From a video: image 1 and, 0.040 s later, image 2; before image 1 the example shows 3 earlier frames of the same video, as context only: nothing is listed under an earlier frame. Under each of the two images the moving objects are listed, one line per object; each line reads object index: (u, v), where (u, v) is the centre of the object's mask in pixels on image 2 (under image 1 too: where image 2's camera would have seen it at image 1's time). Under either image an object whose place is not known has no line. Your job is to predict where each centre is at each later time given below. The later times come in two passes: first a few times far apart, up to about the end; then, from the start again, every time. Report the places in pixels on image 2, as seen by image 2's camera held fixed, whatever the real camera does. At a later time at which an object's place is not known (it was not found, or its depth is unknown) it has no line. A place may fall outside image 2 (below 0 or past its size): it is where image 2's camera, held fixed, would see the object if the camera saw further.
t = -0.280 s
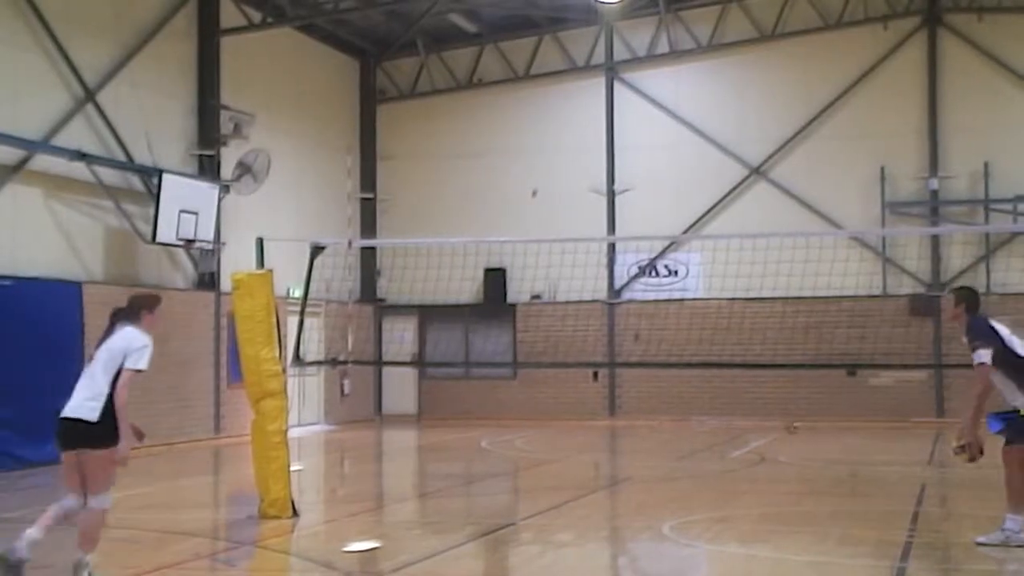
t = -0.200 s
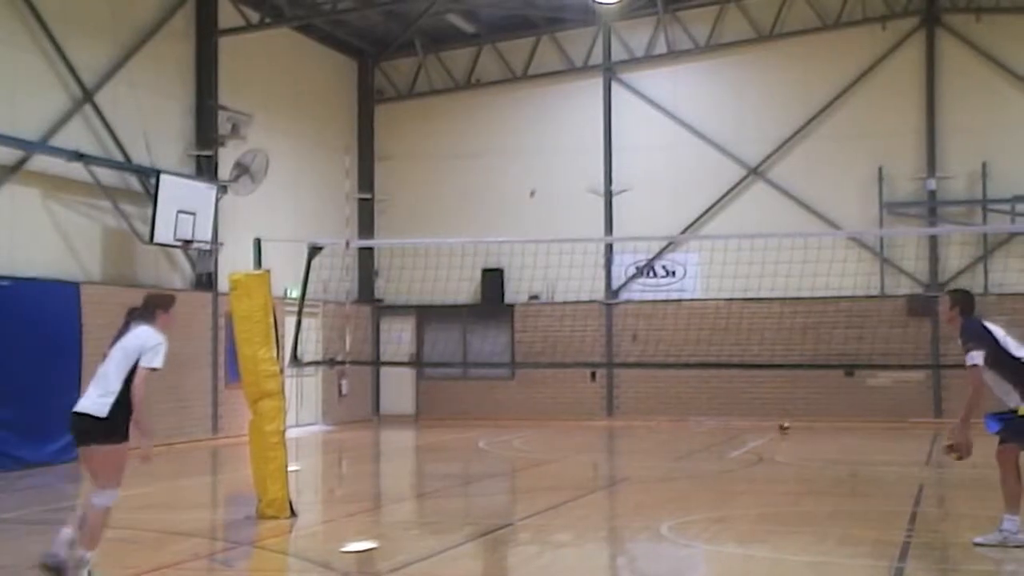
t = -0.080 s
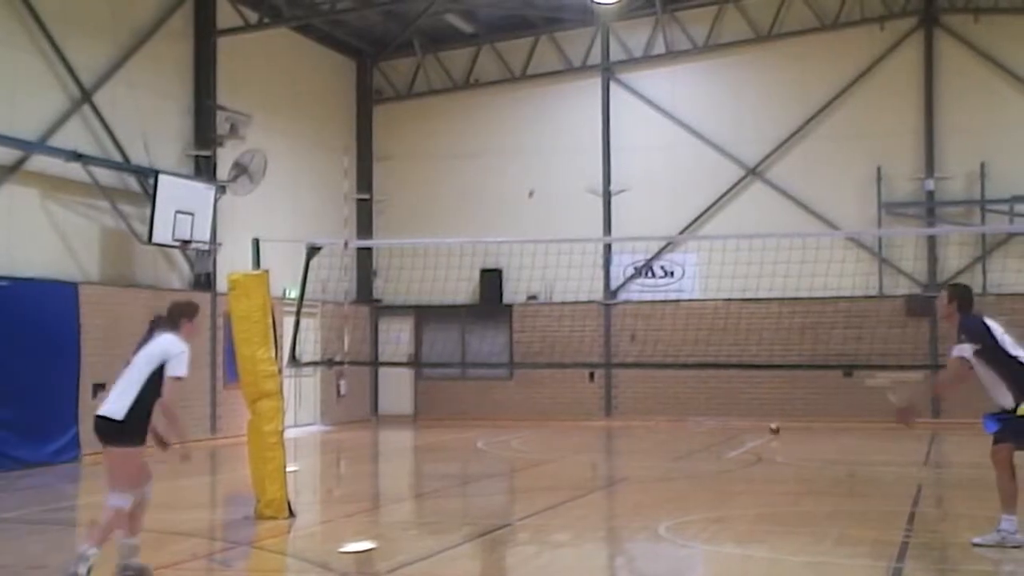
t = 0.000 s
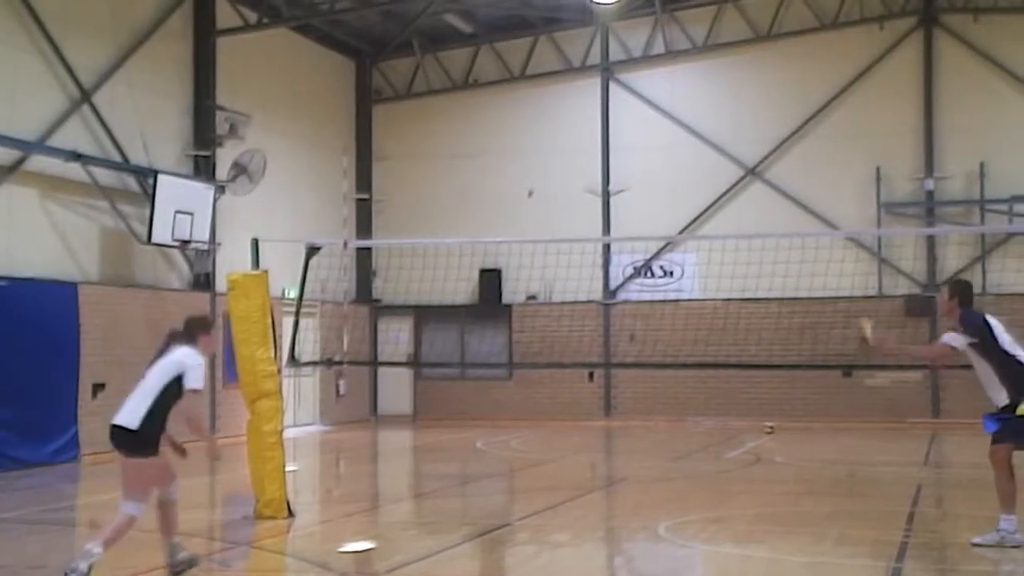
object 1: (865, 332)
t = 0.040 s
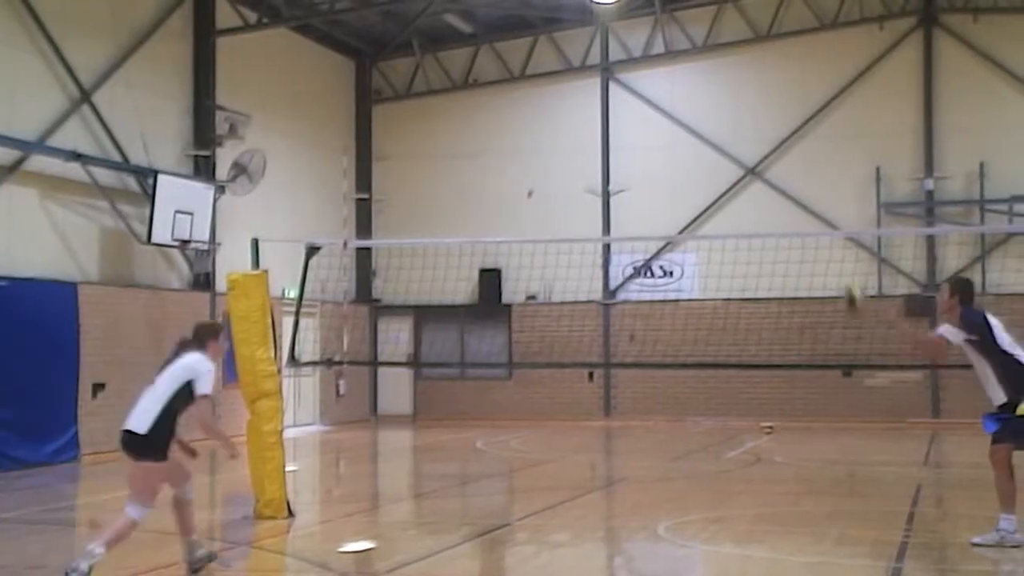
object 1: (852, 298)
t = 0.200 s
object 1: (807, 170)
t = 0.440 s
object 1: (748, 50)
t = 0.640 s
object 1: (706, 10)
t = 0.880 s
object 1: (655, 26)
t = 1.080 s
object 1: (615, 98)
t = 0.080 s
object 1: (841, 262)
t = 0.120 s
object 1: (829, 229)
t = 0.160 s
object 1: (818, 198)
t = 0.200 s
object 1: (807, 170)
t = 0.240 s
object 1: (797, 145)
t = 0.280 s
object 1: (790, 123)
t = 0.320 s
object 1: (779, 99)
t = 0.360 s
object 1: (770, 80)
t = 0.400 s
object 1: (760, 63)
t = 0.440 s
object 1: (748, 50)
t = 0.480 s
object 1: (743, 35)
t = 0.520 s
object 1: (733, 26)
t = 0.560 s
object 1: (724, 18)
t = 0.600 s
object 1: (715, 11)
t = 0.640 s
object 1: (706, 10)
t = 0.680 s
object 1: (696, 7)
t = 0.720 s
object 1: (687, 6)
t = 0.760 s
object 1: (678, 9)
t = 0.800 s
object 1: (671, 11)
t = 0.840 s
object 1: (662, 17)
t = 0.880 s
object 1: (655, 26)
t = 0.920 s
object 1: (647, 36)
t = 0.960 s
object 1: (639, 48)
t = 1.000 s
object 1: (630, 63)
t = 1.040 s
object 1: (624, 77)
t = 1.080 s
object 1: (615, 98)
